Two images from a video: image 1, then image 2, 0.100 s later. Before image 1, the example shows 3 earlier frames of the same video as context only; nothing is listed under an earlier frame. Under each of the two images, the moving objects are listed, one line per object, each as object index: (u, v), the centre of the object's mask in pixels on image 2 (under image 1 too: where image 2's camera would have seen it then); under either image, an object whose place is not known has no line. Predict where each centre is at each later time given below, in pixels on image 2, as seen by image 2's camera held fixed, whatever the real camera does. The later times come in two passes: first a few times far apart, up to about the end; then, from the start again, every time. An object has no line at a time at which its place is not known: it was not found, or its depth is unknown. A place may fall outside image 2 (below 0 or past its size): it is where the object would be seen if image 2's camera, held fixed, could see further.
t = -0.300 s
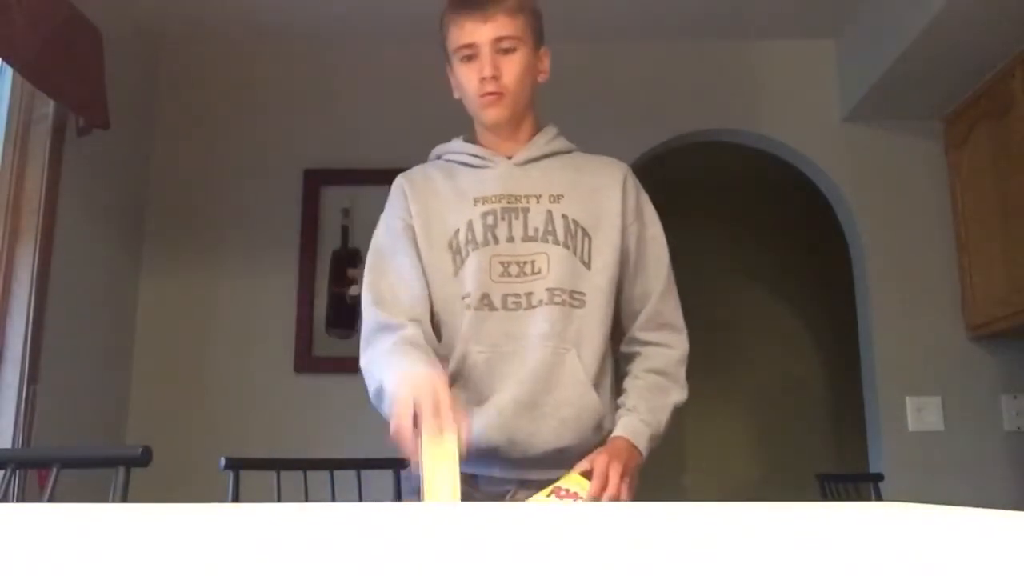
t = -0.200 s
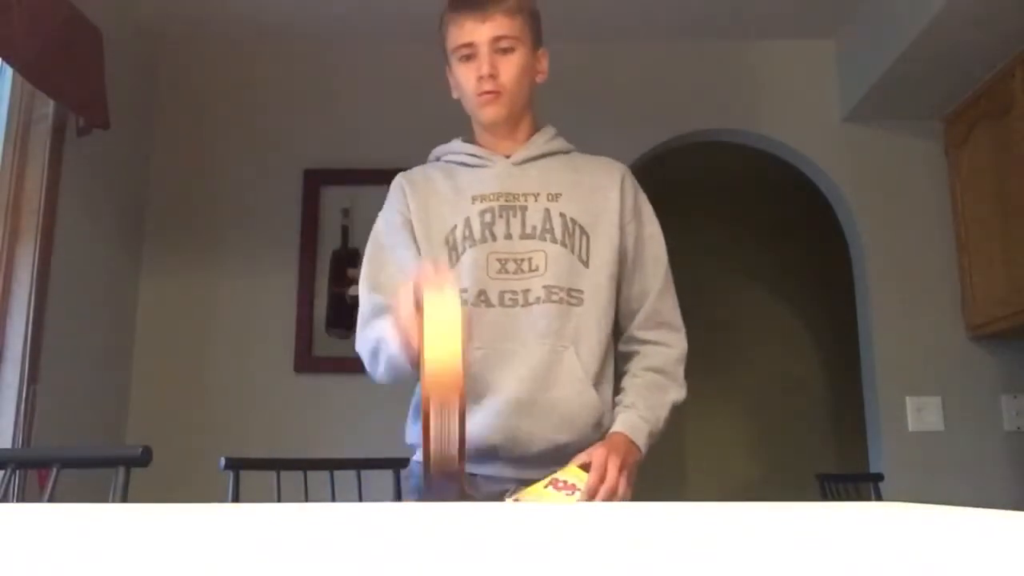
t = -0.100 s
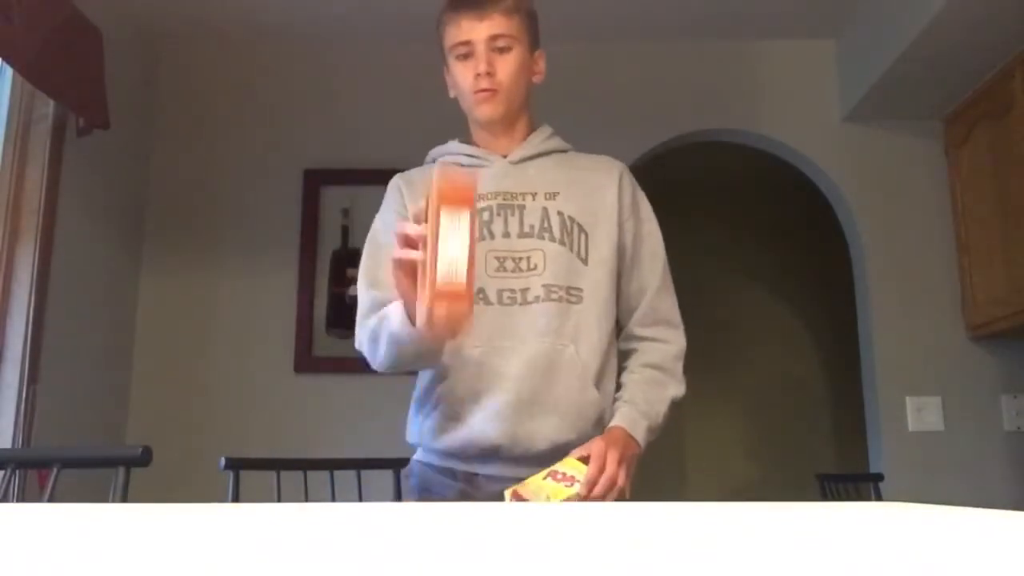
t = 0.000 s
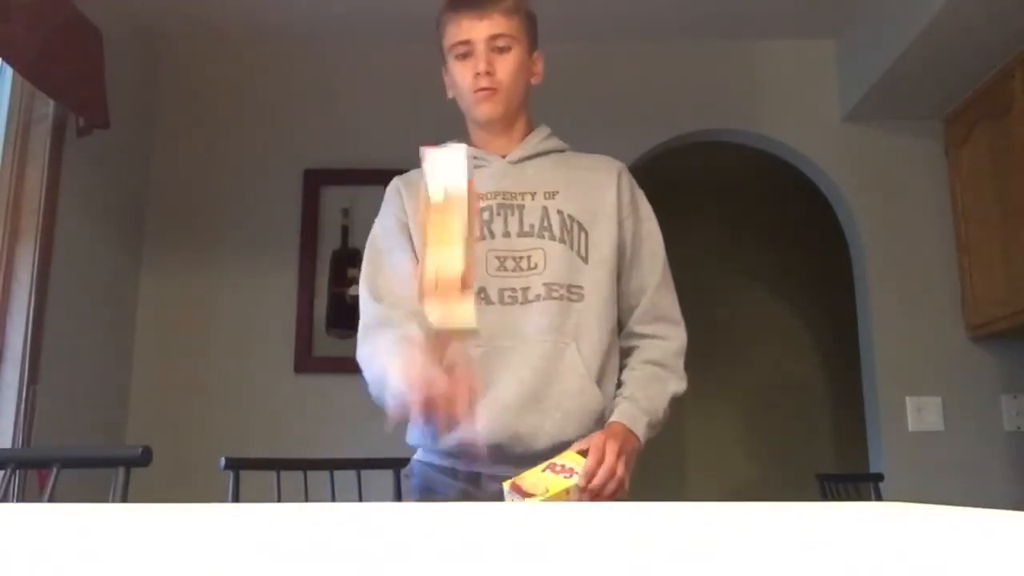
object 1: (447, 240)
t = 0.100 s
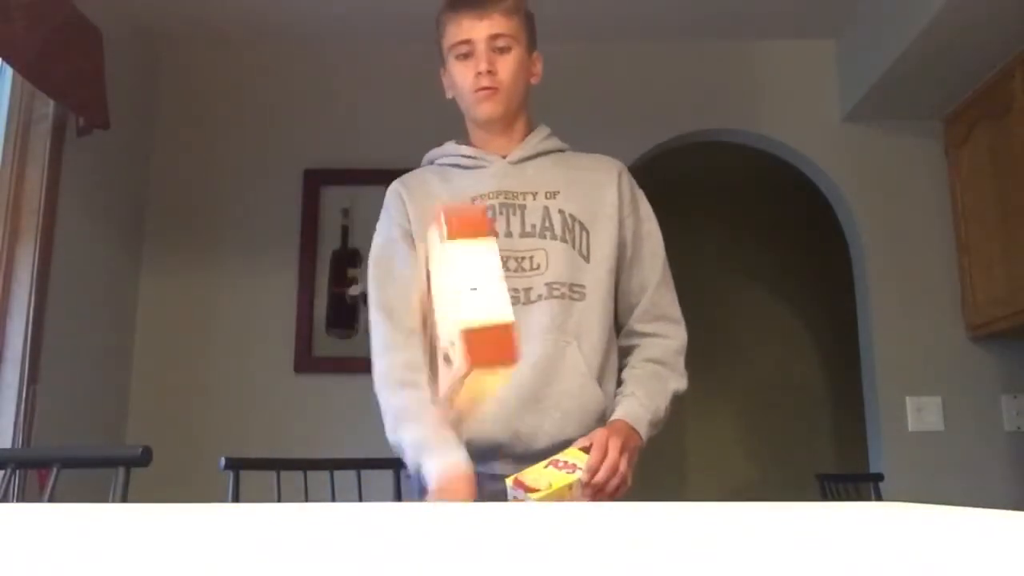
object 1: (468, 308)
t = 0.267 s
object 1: (465, 434)
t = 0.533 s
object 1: (467, 434)
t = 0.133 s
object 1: (472, 355)
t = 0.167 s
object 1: (461, 434)
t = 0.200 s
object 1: (462, 430)
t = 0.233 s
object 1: (463, 435)
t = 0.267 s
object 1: (465, 434)
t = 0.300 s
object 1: (466, 434)
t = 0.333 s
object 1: (466, 434)
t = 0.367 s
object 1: (467, 434)
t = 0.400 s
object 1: (467, 434)
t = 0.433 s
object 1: (467, 434)
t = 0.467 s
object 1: (467, 434)
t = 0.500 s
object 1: (467, 434)
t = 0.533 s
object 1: (467, 434)
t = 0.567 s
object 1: (467, 434)
